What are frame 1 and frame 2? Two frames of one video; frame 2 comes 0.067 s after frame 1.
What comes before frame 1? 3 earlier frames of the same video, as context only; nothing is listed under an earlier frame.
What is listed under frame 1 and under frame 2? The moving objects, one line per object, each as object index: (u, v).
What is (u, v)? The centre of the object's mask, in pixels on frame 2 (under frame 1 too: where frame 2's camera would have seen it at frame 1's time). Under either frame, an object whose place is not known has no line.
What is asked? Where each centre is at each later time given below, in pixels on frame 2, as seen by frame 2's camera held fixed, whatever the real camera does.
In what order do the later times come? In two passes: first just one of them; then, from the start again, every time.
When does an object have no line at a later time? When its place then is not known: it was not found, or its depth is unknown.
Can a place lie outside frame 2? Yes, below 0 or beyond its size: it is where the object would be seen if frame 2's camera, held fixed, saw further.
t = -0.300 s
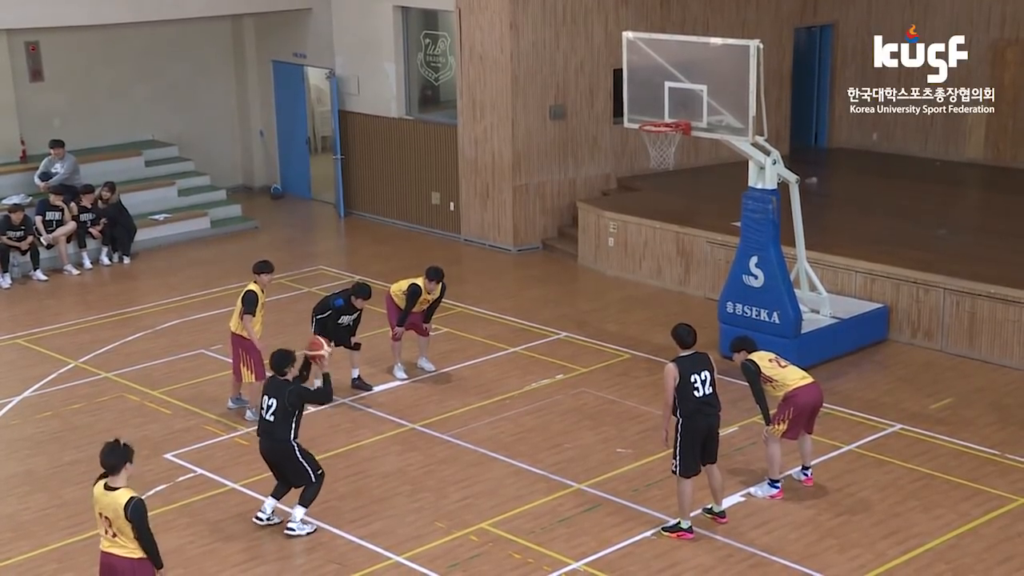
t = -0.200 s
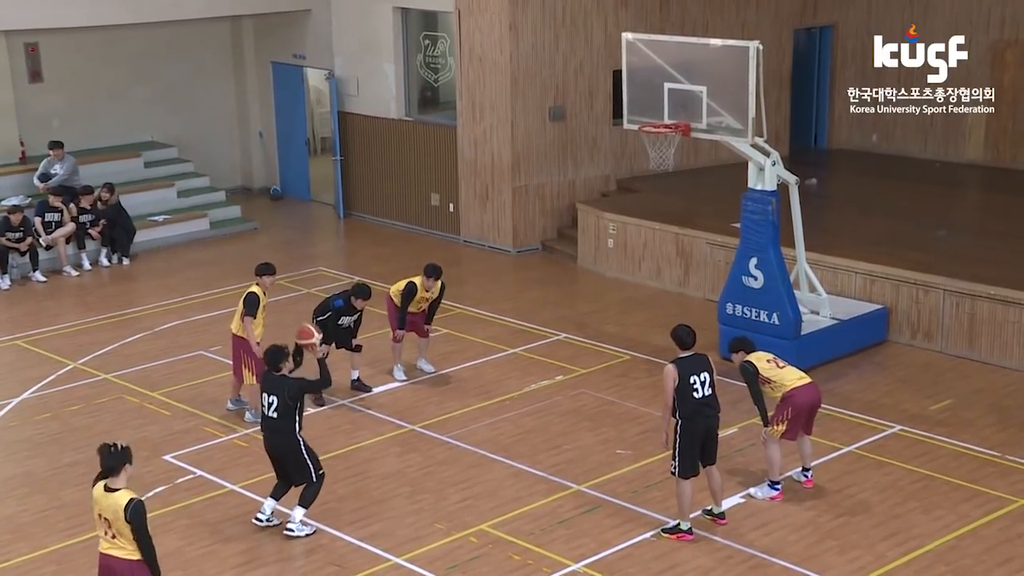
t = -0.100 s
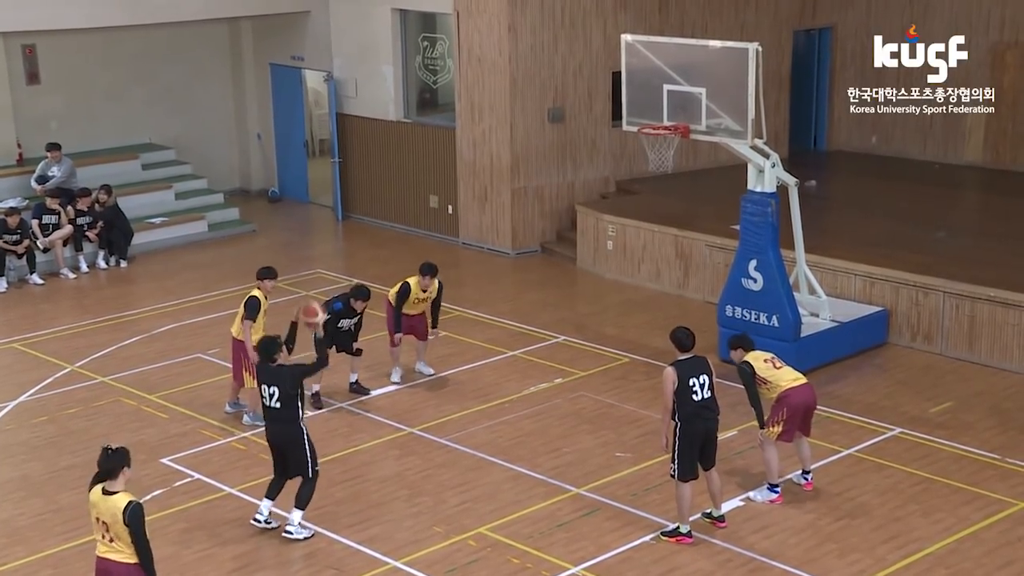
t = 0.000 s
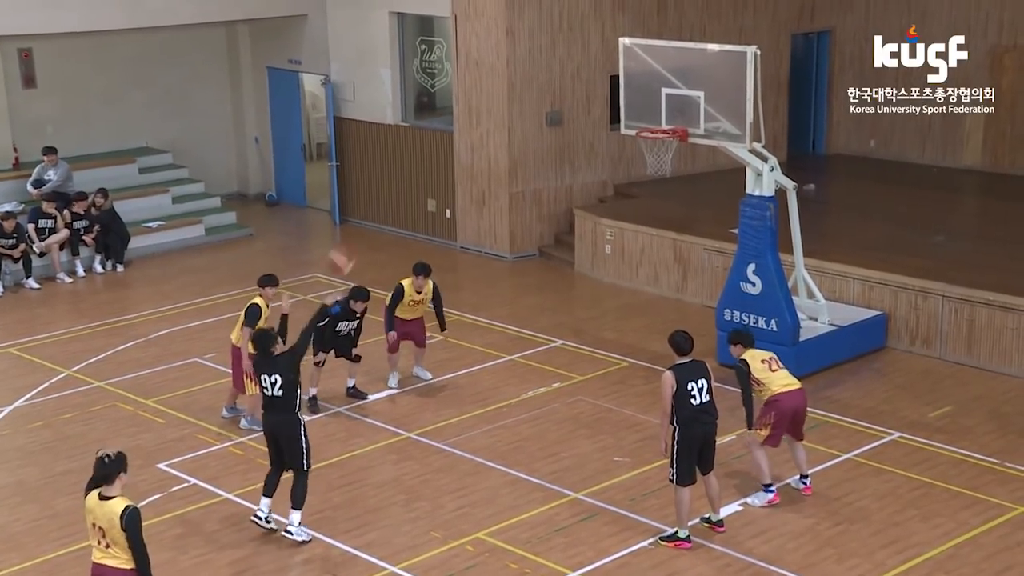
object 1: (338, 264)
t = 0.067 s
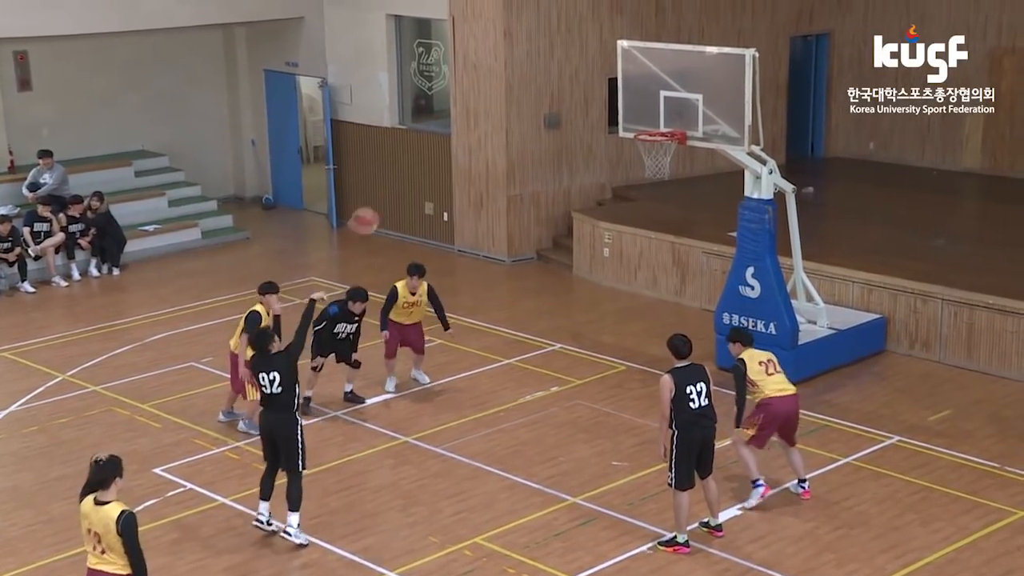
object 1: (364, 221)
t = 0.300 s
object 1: (450, 116)
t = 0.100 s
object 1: (376, 204)
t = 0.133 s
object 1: (389, 186)
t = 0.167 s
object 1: (402, 168)
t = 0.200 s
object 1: (413, 152)
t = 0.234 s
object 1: (426, 140)
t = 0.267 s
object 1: (438, 127)
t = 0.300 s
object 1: (450, 116)
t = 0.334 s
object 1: (462, 106)
